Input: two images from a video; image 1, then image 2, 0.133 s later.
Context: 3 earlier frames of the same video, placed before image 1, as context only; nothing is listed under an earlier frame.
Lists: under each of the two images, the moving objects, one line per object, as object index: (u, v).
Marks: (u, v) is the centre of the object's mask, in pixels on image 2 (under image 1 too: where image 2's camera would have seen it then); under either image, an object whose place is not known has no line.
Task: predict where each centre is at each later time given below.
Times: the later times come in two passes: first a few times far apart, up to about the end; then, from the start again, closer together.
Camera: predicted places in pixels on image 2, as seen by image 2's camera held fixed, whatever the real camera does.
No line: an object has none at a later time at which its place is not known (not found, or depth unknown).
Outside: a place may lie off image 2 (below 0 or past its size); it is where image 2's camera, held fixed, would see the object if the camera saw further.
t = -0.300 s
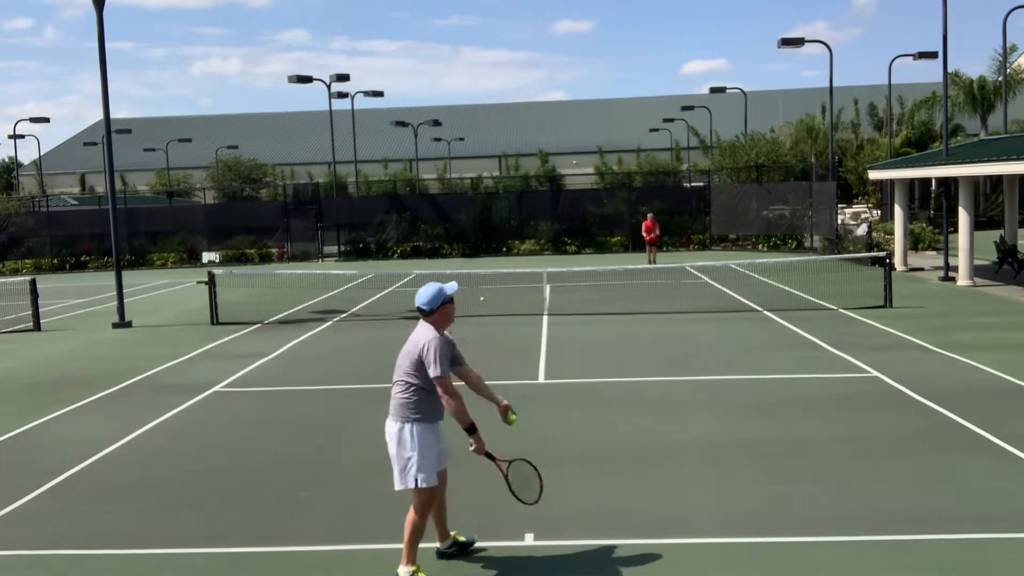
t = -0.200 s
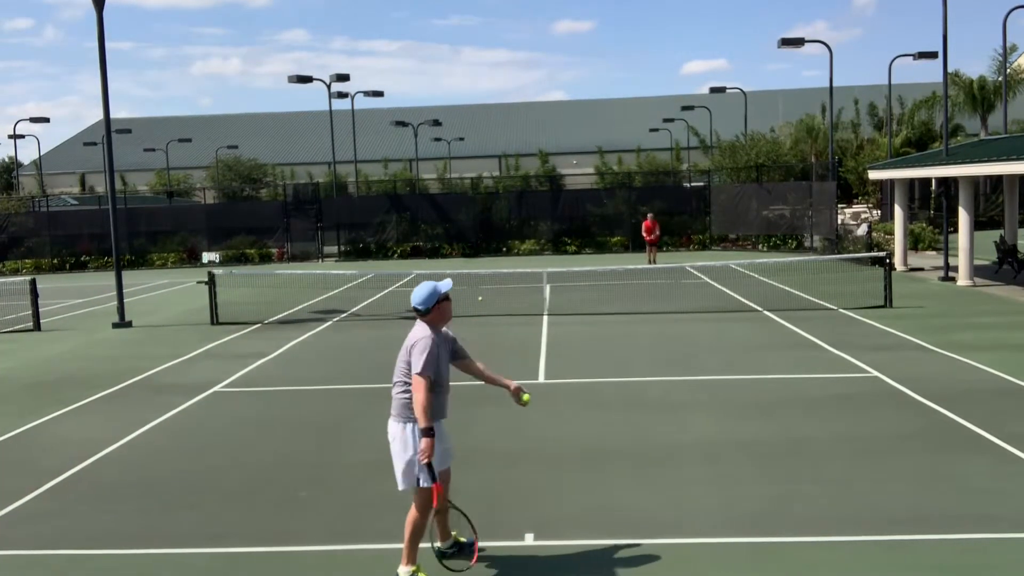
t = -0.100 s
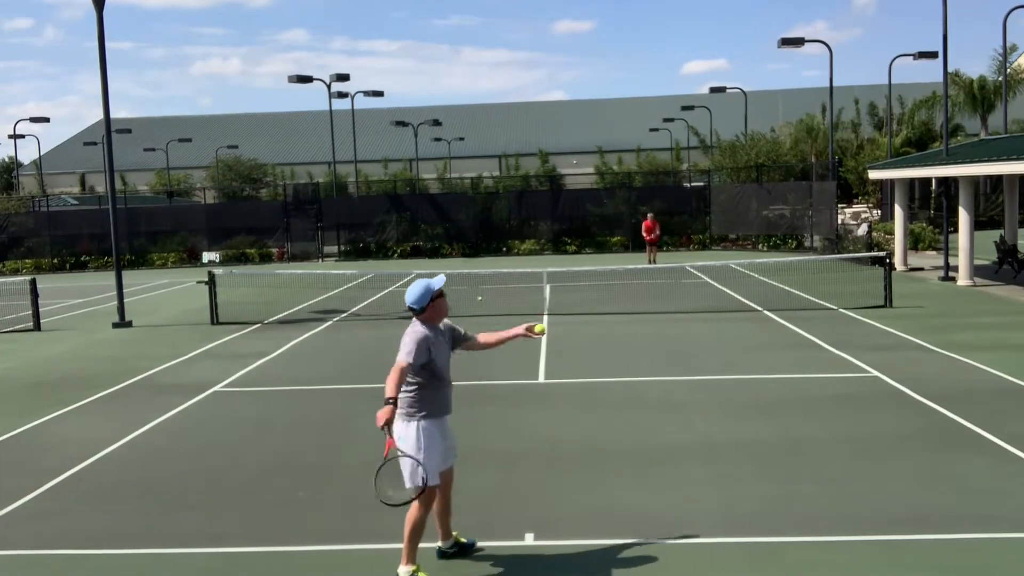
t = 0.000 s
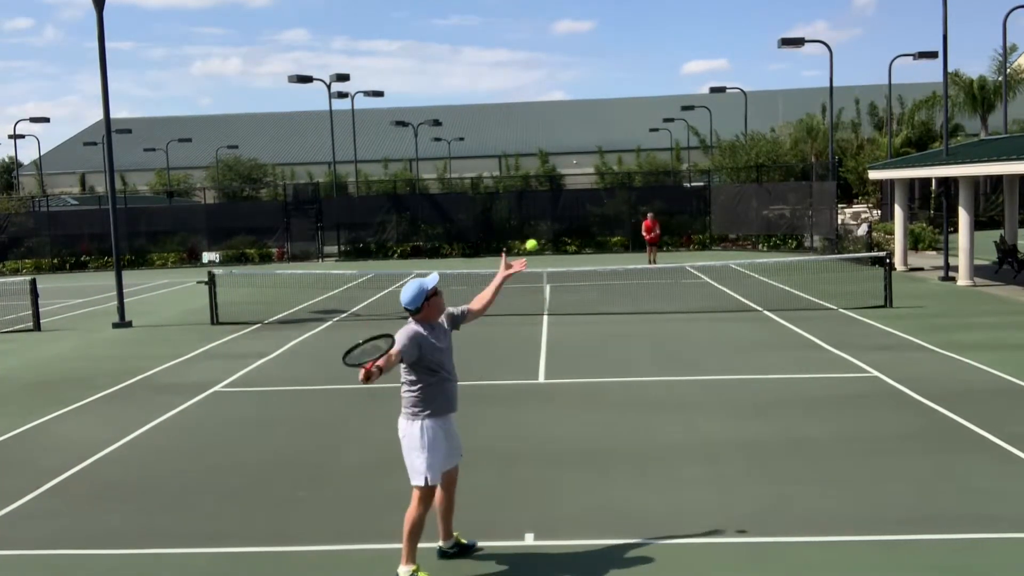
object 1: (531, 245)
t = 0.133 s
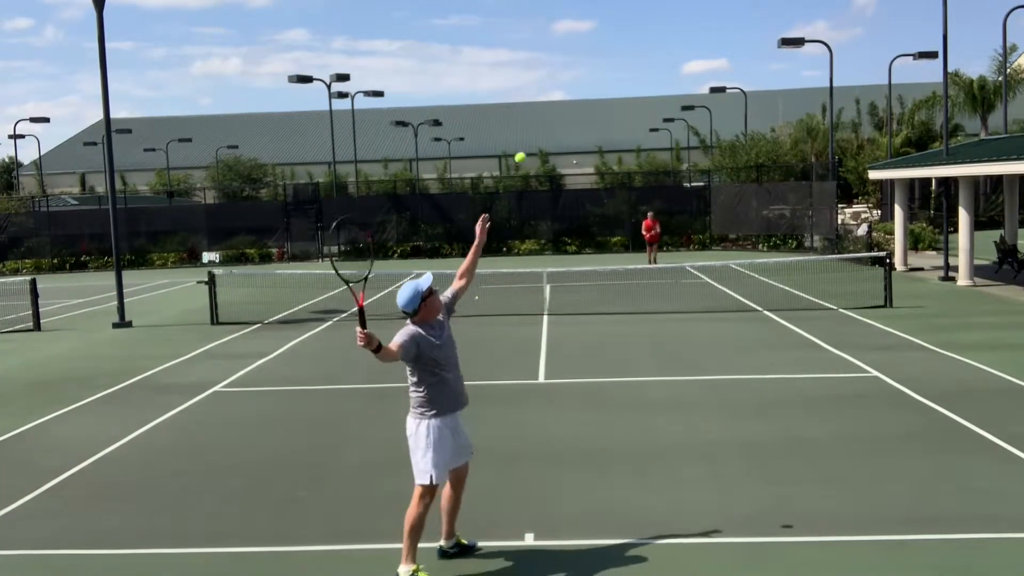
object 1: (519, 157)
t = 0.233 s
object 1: (512, 111)
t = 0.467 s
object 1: (496, 66)
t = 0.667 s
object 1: (486, 95)
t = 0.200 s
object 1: (515, 125)
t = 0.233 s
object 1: (512, 111)
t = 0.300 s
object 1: (508, 90)
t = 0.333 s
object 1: (505, 81)
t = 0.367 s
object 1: (503, 75)
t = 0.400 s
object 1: (501, 69)
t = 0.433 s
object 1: (499, 67)
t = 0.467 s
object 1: (496, 66)
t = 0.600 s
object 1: (489, 78)
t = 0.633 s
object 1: (487, 86)
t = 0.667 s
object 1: (486, 95)
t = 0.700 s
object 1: (484, 105)
